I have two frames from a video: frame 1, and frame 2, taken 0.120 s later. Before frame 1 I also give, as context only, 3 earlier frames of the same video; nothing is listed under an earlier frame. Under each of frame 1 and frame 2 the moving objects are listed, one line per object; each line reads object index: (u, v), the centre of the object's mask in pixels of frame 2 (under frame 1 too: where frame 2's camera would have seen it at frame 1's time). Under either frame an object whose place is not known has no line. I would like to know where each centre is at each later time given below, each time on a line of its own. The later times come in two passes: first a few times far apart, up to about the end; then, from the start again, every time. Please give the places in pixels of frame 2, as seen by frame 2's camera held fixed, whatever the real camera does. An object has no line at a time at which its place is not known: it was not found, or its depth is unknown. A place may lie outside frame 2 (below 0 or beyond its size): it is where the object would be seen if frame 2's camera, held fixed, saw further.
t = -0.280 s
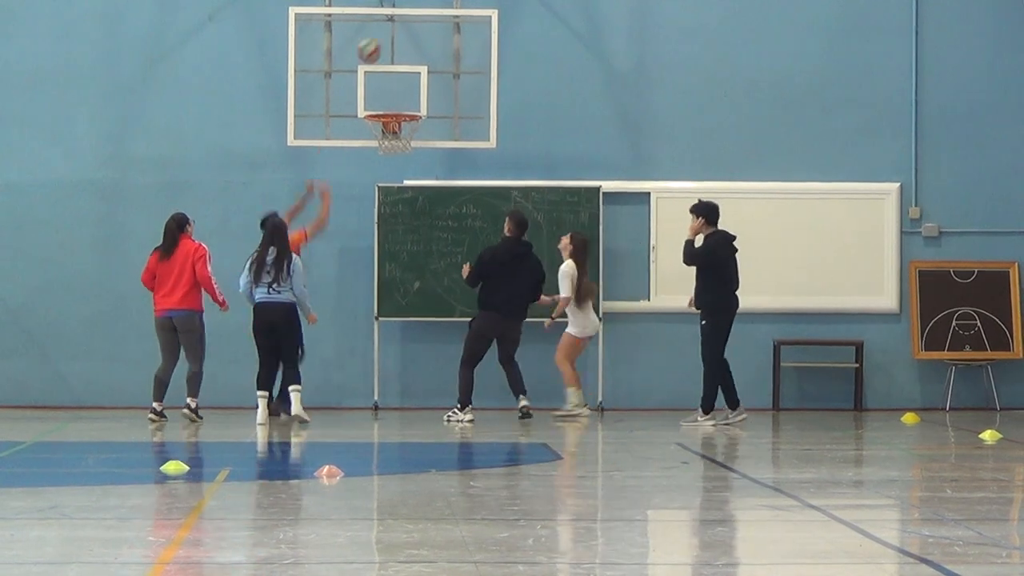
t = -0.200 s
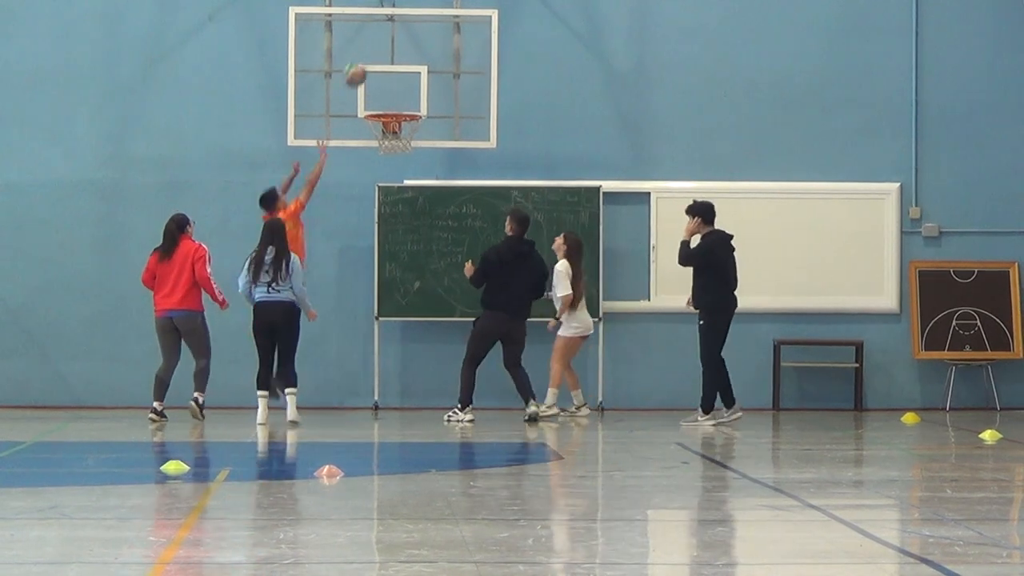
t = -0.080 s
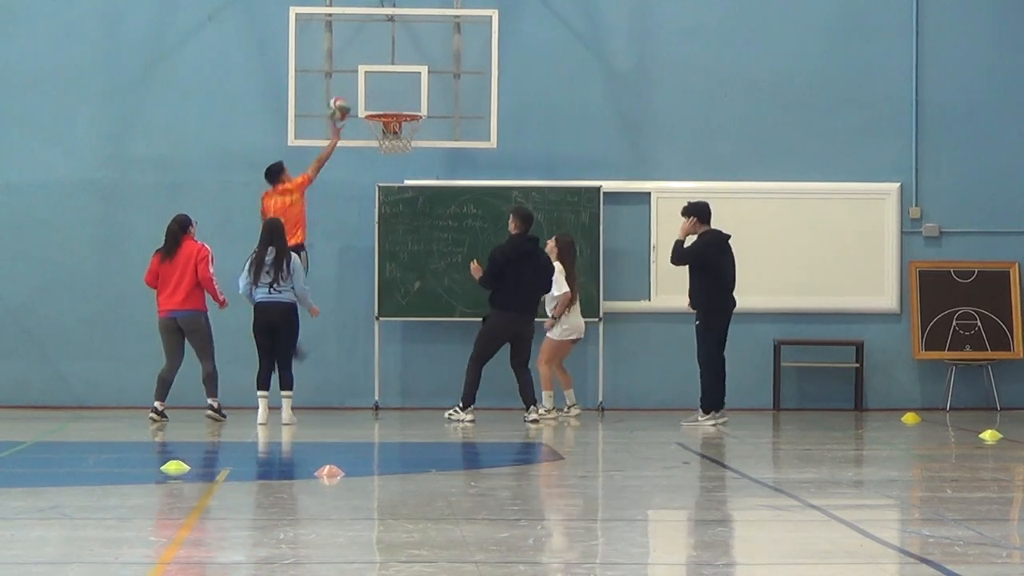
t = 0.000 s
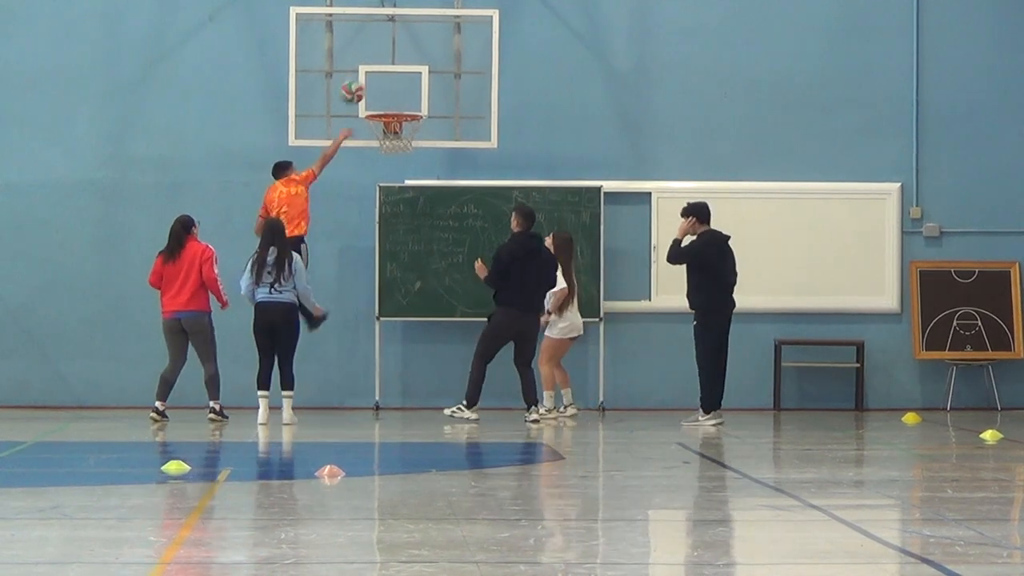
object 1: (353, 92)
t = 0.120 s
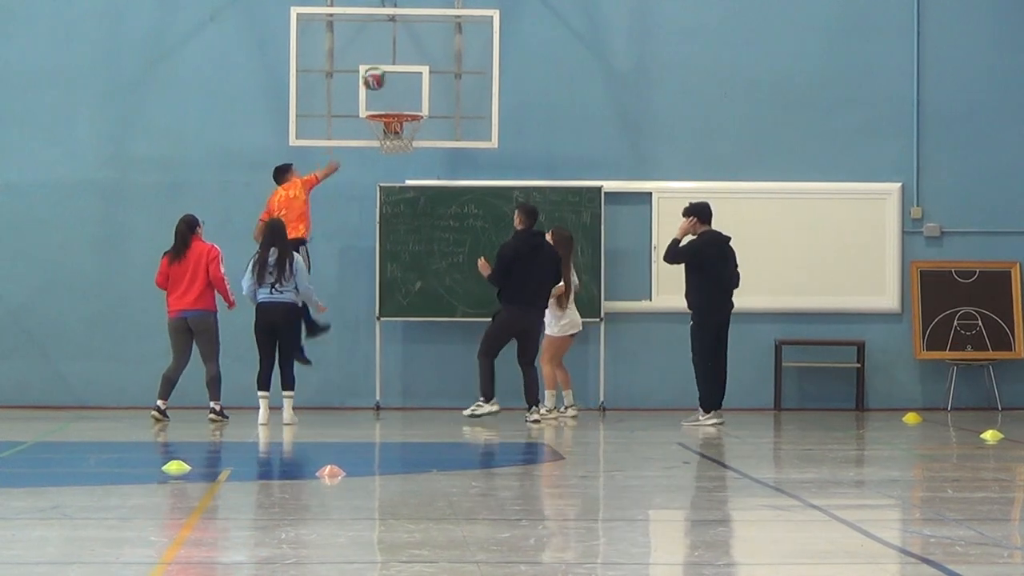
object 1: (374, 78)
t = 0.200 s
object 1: (387, 78)
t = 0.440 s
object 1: (425, 103)
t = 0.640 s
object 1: (446, 116)
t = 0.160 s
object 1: (381, 77)
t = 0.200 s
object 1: (387, 78)
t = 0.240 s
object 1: (394, 80)
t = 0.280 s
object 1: (401, 85)
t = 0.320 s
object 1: (408, 90)
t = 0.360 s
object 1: (415, 99)
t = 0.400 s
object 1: (421, 105)
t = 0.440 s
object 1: (425, 103)
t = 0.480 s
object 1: (430, 102)
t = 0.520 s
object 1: (433, 103)
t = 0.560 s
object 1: (438, 106)
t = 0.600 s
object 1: (442, 110)
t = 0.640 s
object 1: (446, 116)
